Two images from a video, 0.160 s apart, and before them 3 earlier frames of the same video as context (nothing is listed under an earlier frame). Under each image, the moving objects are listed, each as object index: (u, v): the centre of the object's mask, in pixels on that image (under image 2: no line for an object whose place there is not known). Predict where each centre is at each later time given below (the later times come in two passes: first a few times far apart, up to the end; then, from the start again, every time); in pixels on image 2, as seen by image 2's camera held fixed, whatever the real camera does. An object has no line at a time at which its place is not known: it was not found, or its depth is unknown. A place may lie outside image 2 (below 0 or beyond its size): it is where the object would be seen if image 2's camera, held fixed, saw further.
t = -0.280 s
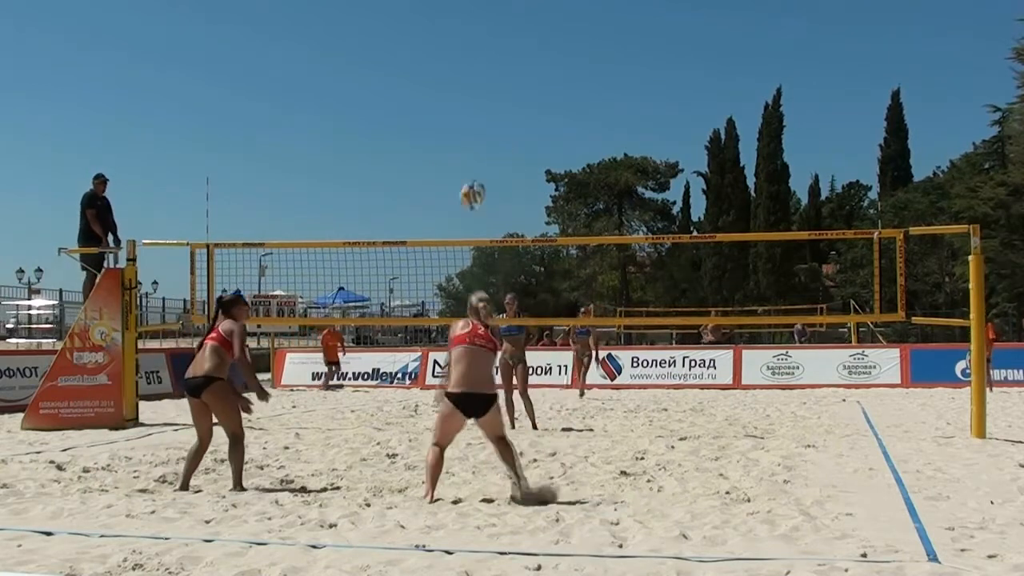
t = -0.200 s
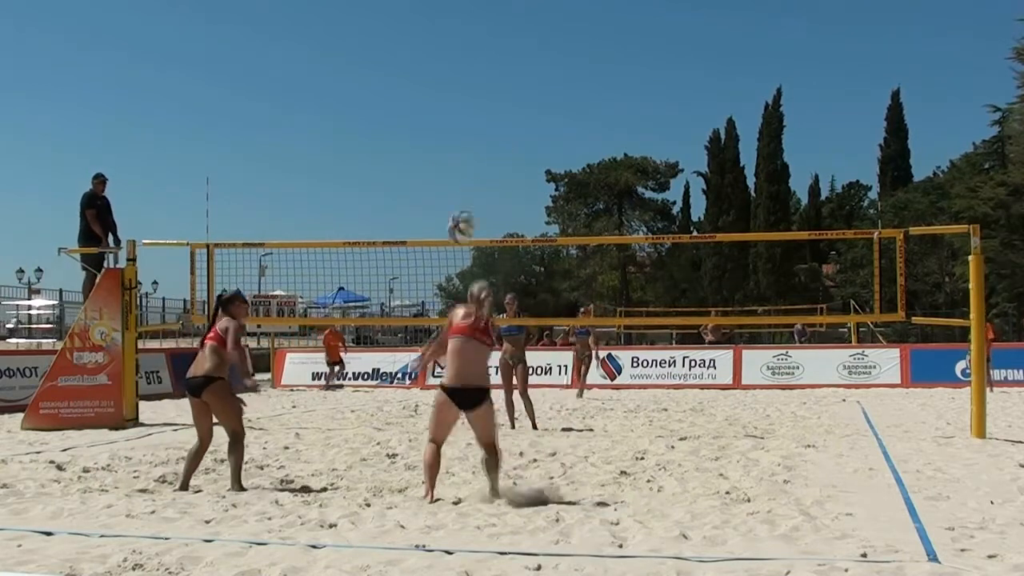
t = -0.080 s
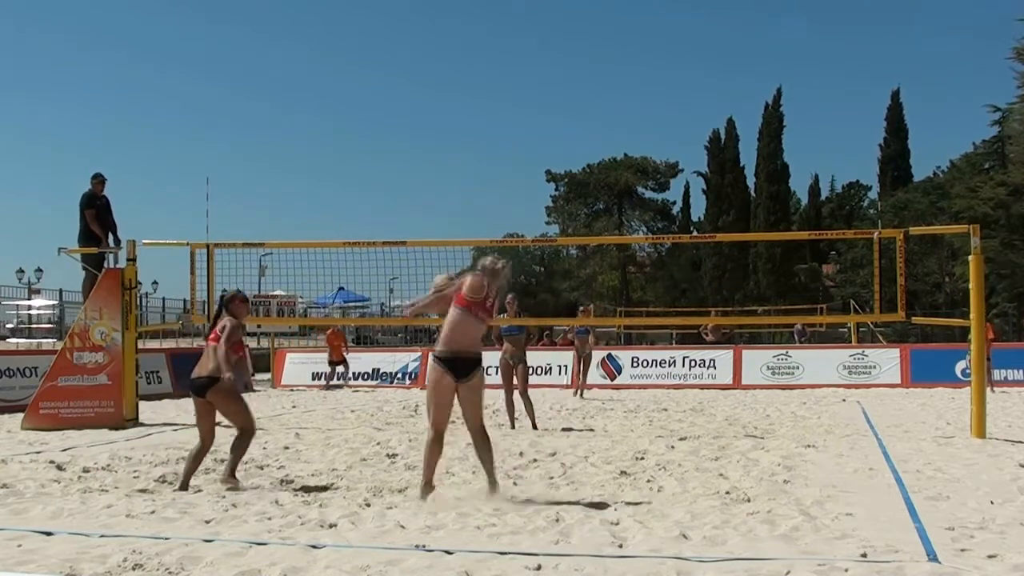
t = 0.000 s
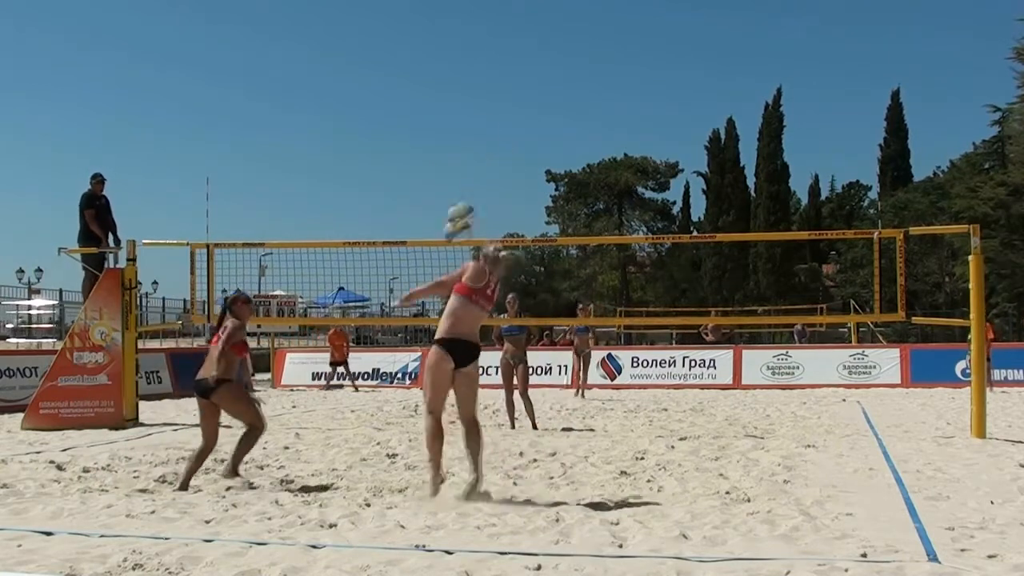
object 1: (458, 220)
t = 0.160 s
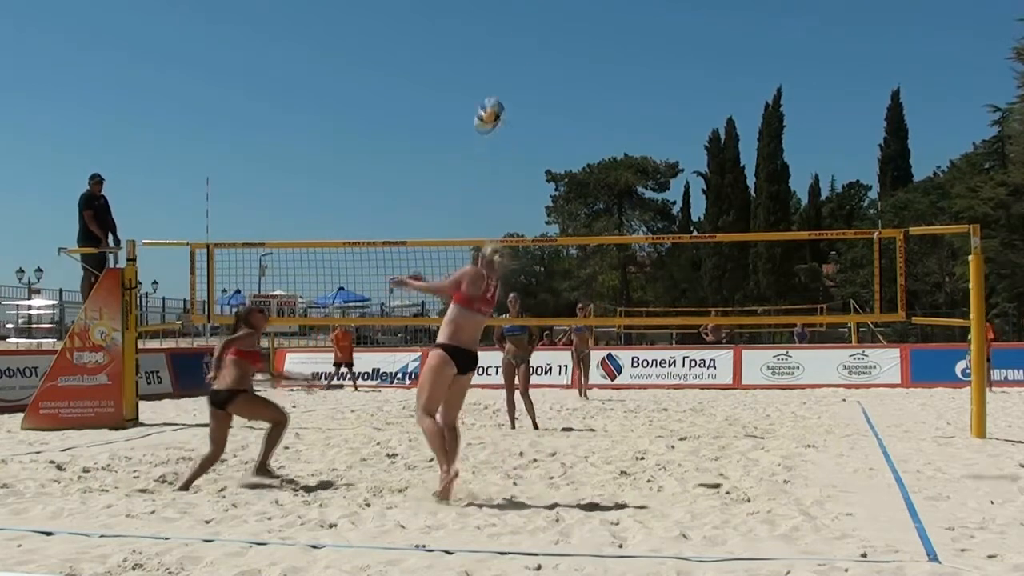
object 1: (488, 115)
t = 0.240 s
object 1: (504, 78)
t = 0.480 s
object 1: (545, 20)
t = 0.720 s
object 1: (584, 28)
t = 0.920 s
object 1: (612, 78)
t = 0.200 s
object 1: (497, 95)
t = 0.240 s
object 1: (504, 78)
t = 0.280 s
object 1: (511, 63)
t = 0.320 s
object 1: (518, 50)
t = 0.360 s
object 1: (525, 40)
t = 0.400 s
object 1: (532, 31)
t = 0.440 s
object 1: (538, 25)
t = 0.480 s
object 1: (545, 20)
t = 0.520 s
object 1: (552, 17)
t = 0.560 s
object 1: (558, 16)
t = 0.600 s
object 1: (564, 16)
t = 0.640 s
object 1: (571, 19)
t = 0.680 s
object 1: (577, 23)
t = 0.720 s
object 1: (584, 28)
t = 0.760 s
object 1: (590, 37)
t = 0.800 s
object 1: (596, 44)
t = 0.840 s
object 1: (601, 53)
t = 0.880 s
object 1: (607, 65)
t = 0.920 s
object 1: (612, 78)
